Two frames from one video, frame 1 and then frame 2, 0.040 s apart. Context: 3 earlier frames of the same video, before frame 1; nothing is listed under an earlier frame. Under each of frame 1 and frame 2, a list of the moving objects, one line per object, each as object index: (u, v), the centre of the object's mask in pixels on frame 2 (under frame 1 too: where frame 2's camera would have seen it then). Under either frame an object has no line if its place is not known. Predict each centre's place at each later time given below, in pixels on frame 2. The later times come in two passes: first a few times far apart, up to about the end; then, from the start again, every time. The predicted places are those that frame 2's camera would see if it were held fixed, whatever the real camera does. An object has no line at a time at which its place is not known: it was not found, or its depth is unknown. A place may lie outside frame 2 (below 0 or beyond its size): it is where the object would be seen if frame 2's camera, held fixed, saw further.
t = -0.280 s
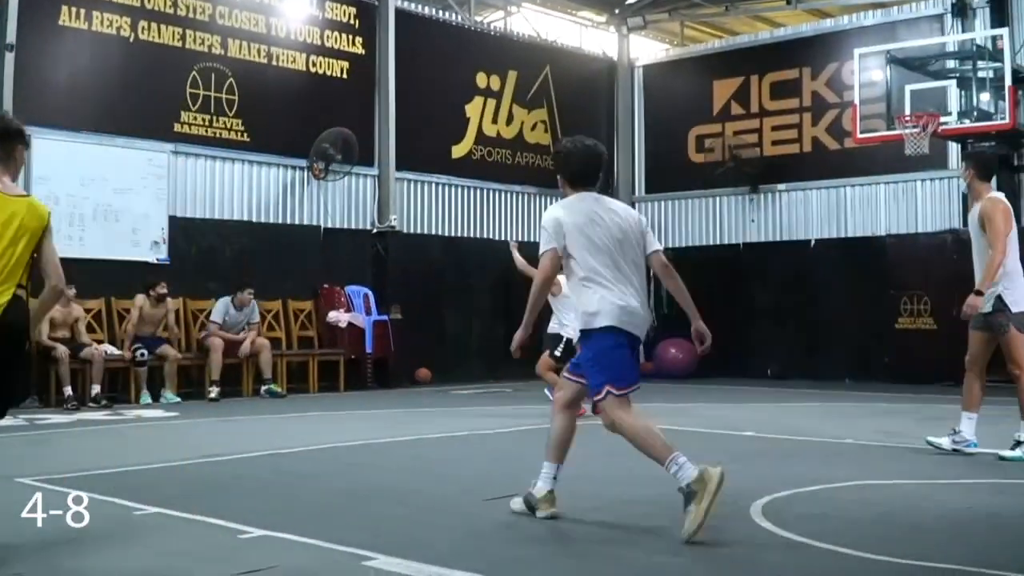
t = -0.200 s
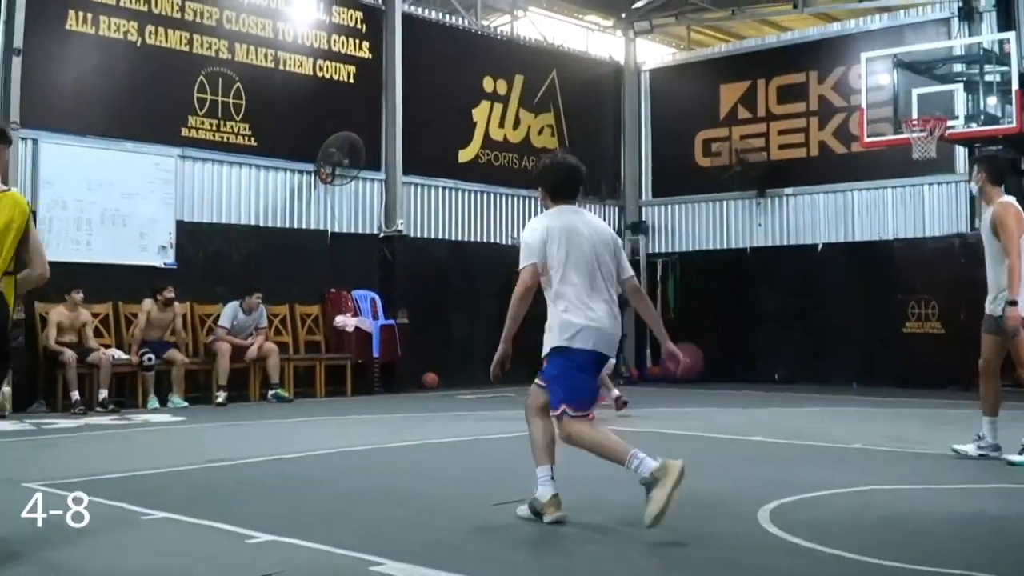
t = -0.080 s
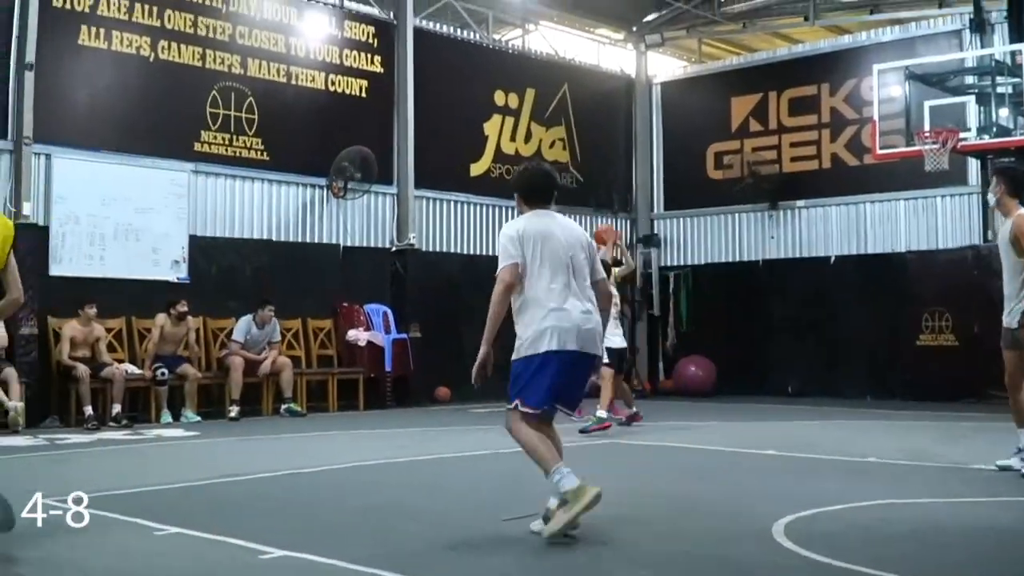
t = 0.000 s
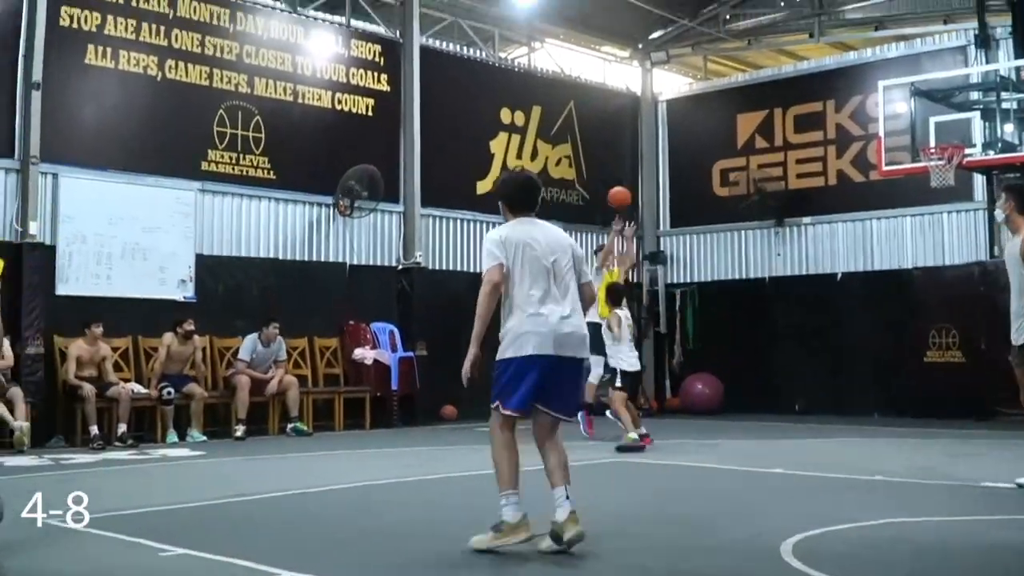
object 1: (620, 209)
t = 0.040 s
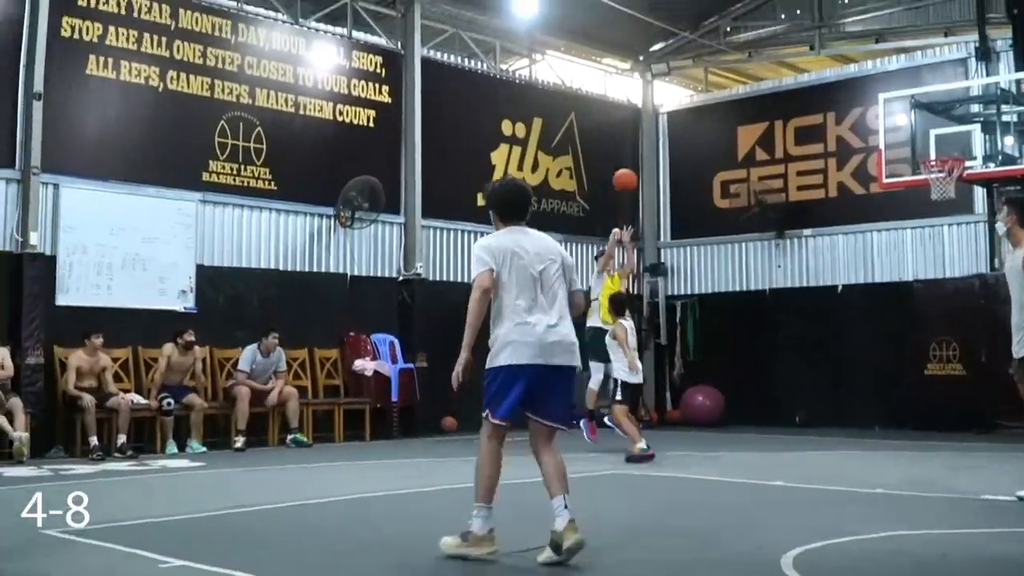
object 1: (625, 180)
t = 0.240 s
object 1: (653, 43)
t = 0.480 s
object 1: (695, -97)
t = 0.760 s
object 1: (758, -209)
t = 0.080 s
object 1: (630, 152)
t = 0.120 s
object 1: (635, 124)
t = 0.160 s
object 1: (642, 97)
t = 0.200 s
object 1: (648, 69)
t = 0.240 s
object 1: (653, 43)
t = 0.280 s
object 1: (660, 17)
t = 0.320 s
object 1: (667, -8)
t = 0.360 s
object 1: (672, -31)
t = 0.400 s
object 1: (679, -54)
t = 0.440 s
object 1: (686, -76)
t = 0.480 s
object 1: (695, -97)
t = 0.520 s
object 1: (703, -117)
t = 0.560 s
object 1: (714, -136)
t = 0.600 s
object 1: (723, -153)
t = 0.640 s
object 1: (729, -170)
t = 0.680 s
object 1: (740, -185)
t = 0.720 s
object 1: (748, -199)
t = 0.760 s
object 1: (758, -209)
